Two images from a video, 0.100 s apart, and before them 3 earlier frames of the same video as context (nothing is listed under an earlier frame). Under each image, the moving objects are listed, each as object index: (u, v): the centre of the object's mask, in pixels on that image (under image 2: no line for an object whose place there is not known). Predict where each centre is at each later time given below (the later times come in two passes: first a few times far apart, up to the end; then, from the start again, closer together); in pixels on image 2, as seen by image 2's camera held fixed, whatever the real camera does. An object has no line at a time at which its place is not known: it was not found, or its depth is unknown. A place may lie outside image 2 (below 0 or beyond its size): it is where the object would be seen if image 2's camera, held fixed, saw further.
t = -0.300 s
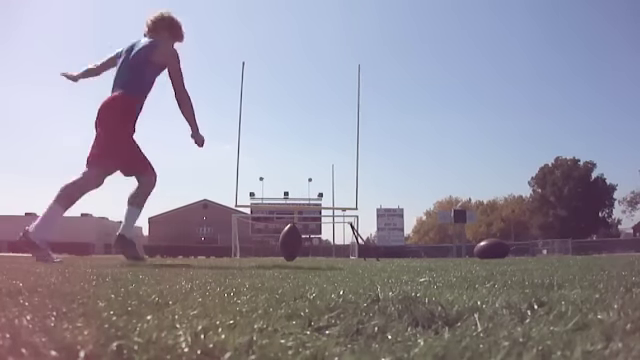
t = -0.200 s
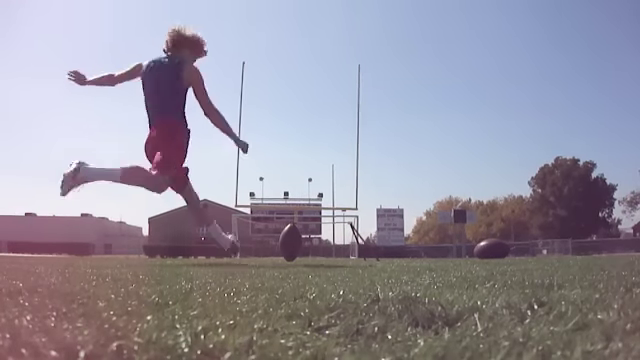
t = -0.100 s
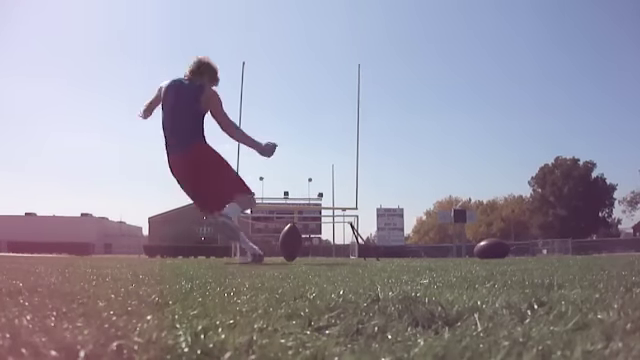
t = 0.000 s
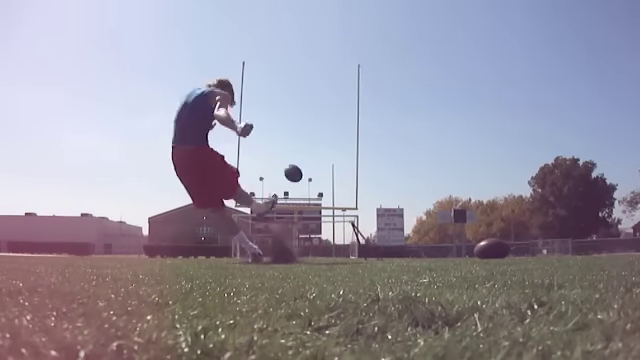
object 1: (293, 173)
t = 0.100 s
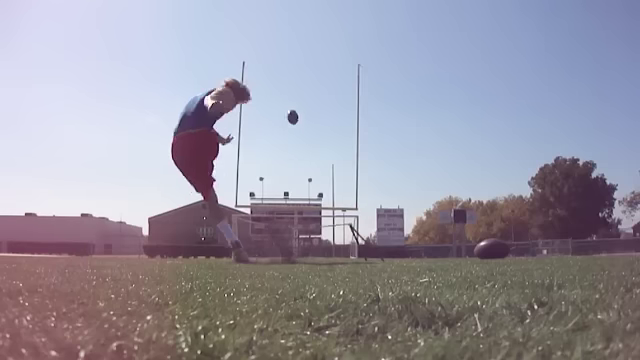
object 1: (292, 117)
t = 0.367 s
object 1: (295, 69)
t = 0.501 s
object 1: (298, 63)
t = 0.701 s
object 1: (304, 63)
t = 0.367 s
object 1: (295, 69)
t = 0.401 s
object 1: (296, 67)
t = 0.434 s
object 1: (297, 65)
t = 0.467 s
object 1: (297, 64)
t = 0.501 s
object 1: (298, 63)
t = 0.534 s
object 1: (299, 62)
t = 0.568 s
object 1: (300, 62)
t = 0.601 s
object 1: (301, 62)
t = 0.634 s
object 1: (302, 62)
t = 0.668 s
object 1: (303, 62)
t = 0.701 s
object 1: (304, 63)
